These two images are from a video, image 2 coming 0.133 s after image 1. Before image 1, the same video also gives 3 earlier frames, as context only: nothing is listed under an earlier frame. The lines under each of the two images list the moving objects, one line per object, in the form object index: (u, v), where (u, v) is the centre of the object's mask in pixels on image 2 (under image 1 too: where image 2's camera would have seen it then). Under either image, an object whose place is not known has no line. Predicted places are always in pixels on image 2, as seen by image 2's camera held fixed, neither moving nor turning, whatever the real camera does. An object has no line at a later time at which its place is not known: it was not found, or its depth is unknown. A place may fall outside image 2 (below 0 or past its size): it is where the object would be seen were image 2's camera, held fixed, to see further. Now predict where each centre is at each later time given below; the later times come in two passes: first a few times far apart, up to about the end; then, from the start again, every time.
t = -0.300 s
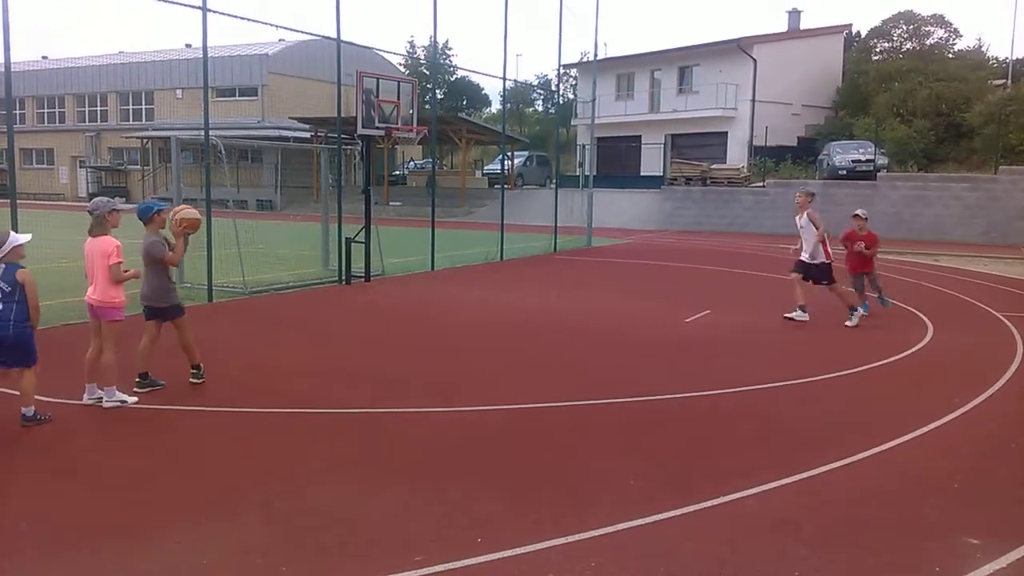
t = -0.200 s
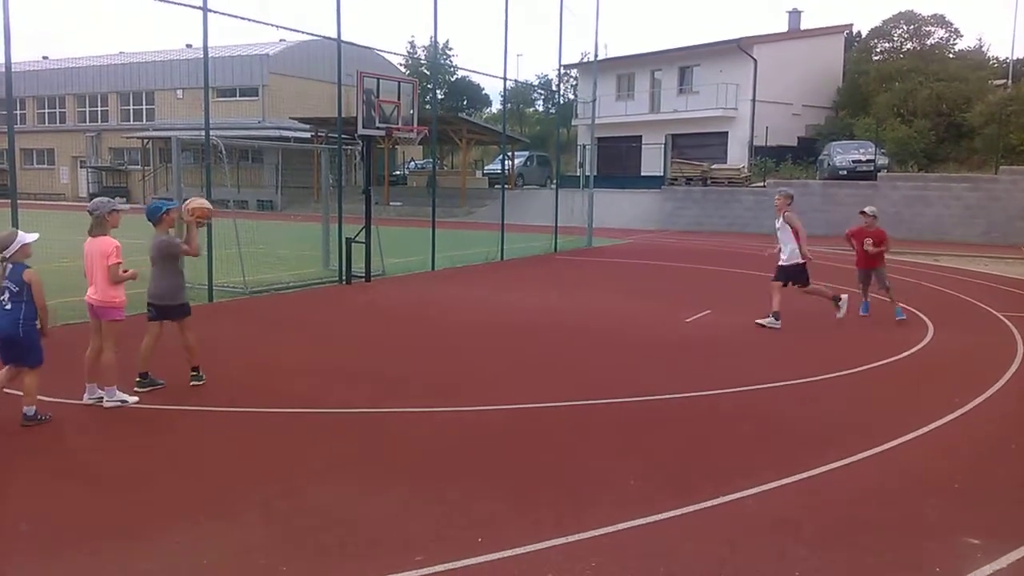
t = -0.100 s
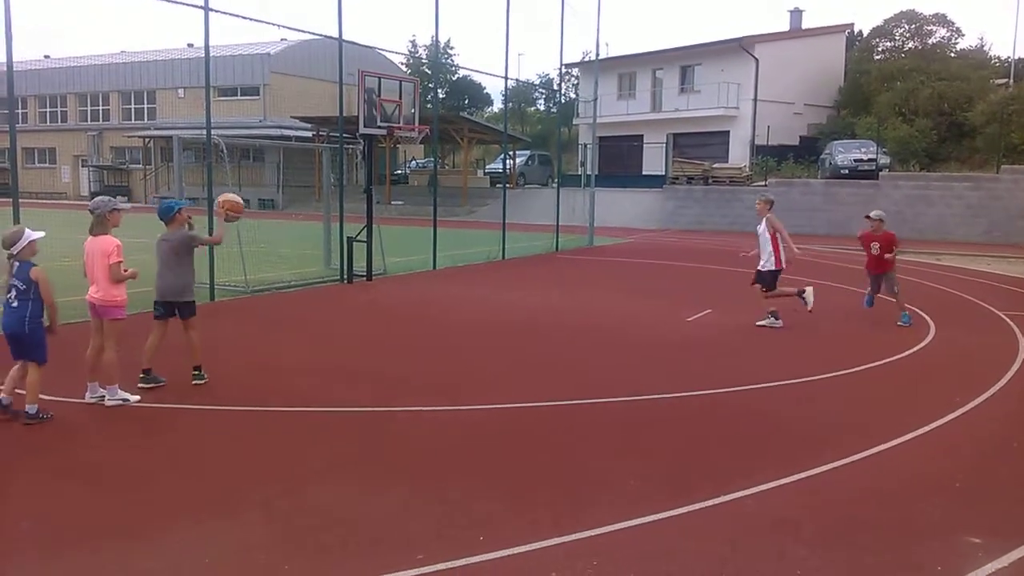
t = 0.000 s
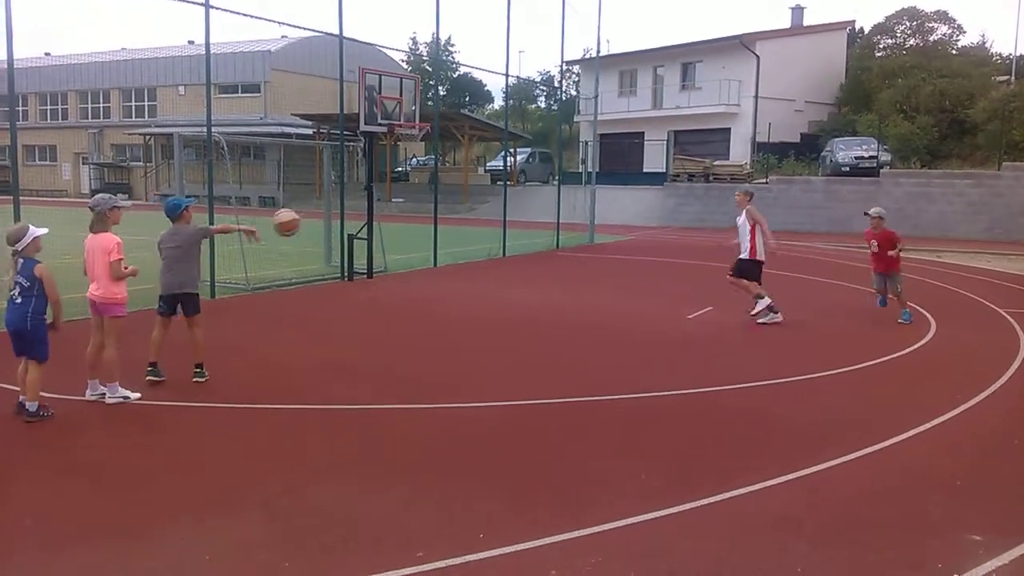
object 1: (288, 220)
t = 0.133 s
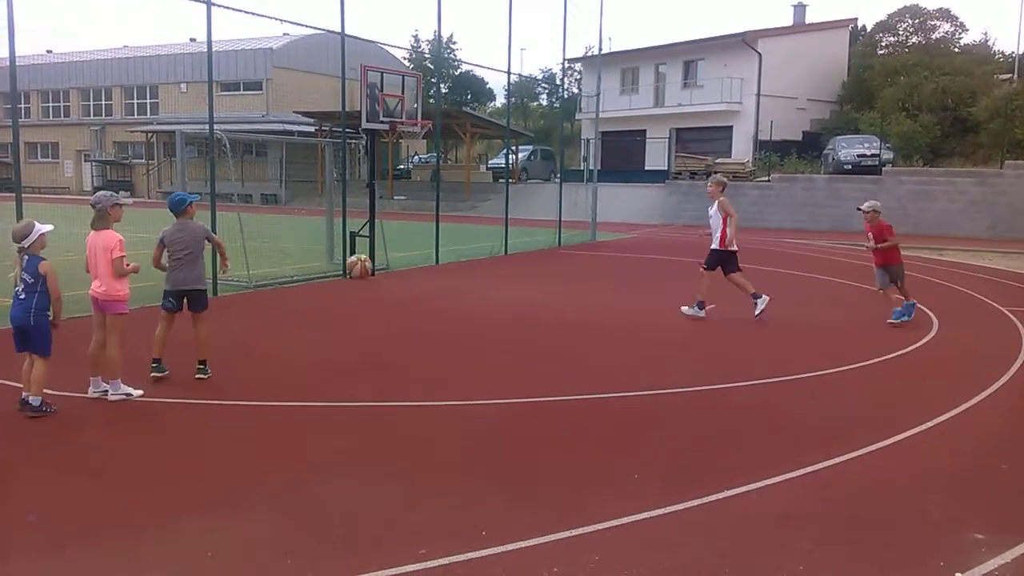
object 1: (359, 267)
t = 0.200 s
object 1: (391, 294)
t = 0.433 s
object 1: (453, 257)
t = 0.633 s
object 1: (489, 216)
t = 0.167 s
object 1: (375, 279)
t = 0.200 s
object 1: (391, 294)
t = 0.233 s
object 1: (405, 308)
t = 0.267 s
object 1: (419, 322)
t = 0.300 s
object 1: (426, 311)
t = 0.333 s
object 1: (433, 296)
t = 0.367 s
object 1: (439, 282)
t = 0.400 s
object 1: (446, 270)
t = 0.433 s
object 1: (453, 257)
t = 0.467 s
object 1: (458, 249)
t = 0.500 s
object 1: (465, 240)
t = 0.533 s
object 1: (471, 232)
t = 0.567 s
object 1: (477, 225)
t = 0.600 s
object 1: (483, 220)
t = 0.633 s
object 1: (489, 216)
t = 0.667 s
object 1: (494, 212)
